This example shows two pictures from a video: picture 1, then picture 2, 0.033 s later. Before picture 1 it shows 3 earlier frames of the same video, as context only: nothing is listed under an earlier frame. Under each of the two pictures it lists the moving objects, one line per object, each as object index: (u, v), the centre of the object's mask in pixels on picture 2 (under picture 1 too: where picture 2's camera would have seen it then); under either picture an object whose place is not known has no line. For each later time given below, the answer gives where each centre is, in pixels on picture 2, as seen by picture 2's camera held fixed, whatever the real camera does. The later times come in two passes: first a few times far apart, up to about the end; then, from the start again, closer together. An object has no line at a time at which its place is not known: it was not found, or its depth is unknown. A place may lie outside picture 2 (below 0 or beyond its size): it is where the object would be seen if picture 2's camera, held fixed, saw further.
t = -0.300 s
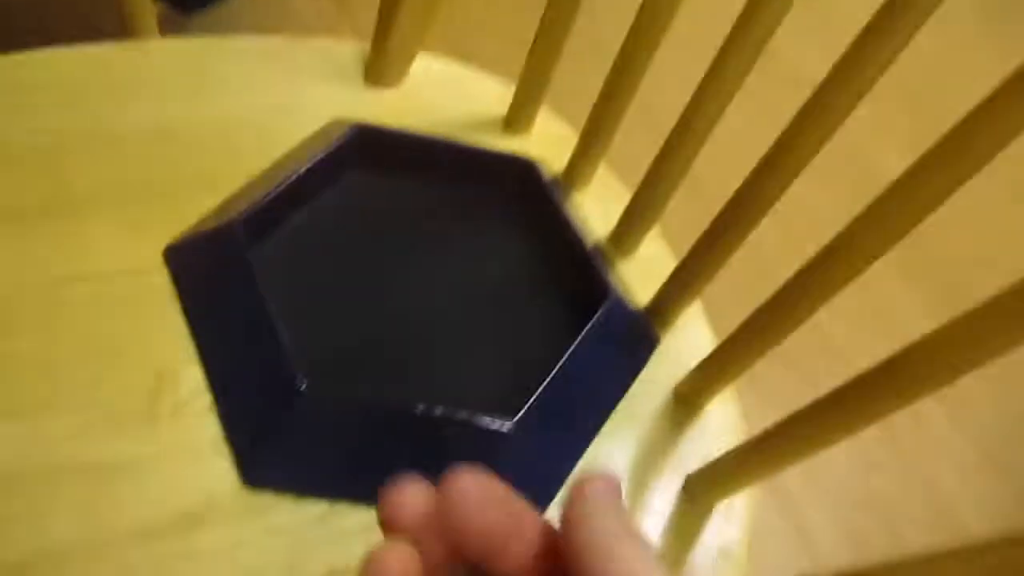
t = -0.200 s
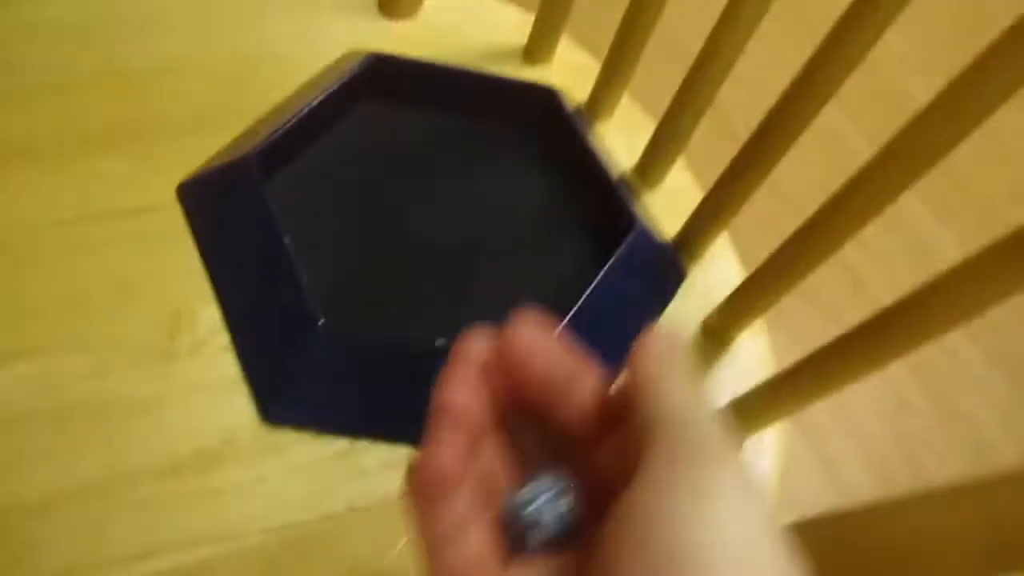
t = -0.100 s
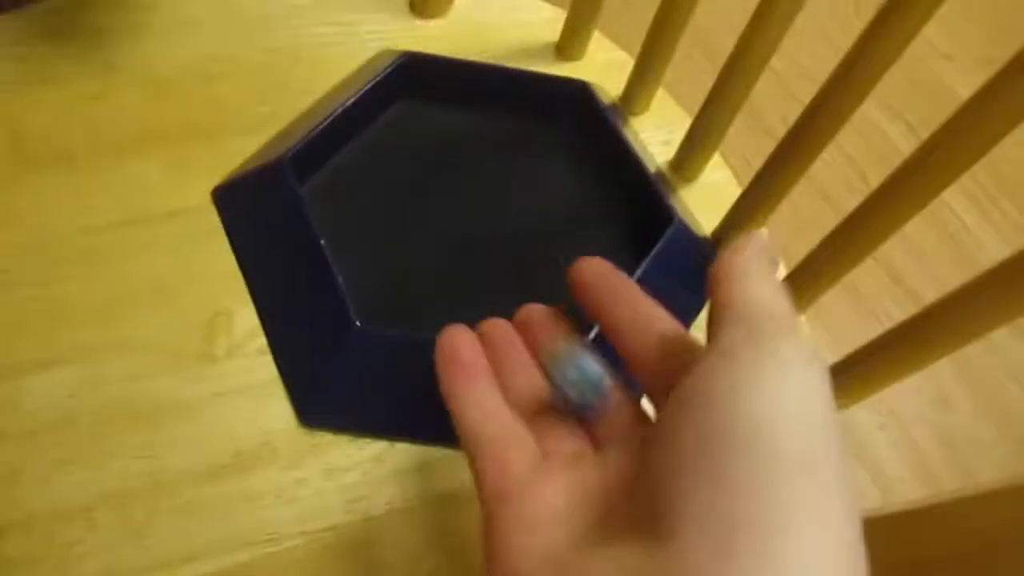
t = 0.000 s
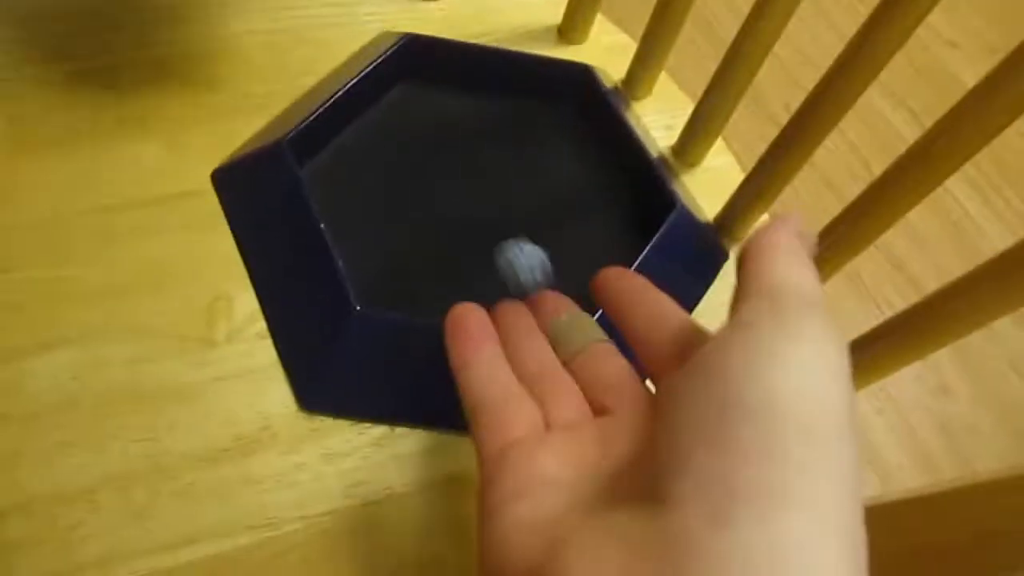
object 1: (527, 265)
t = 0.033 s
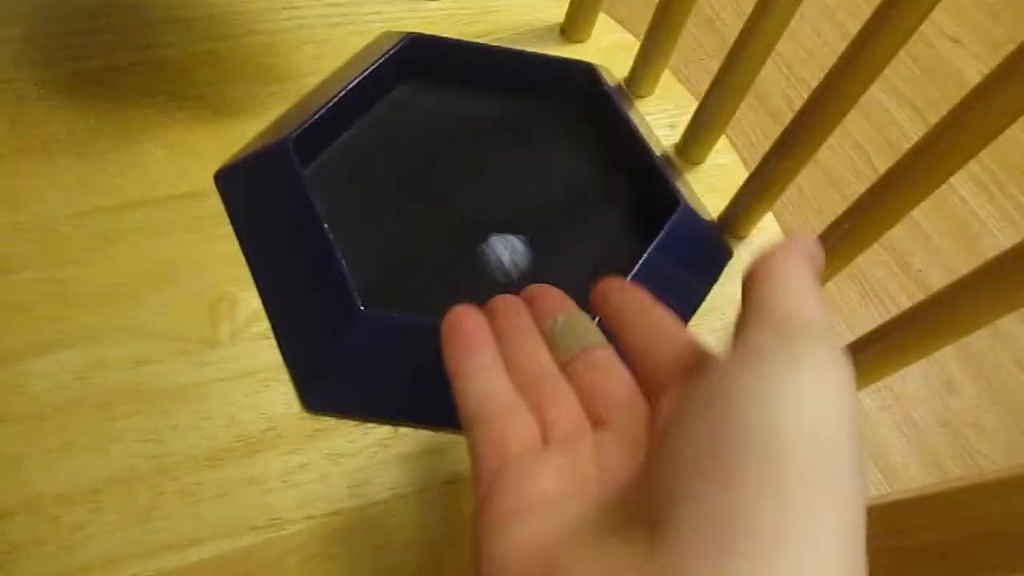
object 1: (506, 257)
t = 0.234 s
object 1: (427, 193)
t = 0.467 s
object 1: (431, 303)
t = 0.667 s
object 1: (453, 287)
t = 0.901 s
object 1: (487, 310)
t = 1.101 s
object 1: (488, 312)
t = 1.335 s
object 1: (489, 313)
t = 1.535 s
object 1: (488, 314)
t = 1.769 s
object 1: (489, 314)
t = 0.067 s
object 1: (483, 256)
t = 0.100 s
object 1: (462, 207)
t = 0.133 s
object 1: (442, 163)
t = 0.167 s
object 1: (427, 153)
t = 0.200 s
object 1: (426, 179)
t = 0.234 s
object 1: (427, 193)
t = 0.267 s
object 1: (427, 222)
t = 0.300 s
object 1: (426, 261)
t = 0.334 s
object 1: (426, 292)
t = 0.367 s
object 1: (426, 299)
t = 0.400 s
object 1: (426, 297)
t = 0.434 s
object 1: (429, 300)
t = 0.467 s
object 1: (431, 303)
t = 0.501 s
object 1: (434, 303)
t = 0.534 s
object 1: (439, 301)
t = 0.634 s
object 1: (446, 286)
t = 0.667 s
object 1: (453, 287)
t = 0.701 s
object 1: (461, 287)
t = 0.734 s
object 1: (472, 287)
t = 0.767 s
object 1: (481, 290)
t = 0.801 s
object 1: (486, 292)
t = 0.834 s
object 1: (489, 297)
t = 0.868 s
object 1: (492, 304)
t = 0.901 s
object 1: (487, 310)
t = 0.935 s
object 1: (487, 312)
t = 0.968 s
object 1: (489, 312)
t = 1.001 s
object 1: (488, 312)
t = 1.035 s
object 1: (488, 314)
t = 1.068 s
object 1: (488, 313)
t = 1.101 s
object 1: (488, 312)
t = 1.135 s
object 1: (488, 313)
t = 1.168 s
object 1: (489, 314)
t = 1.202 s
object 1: (489, 313)
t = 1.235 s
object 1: (489, 313)
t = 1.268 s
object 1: (489, 313)
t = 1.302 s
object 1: (489, 313)
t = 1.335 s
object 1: (489, 313)
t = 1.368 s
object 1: (489, 313)
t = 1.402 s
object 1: (489, 313)
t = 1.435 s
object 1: (489, 314)
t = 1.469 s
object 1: (489, 314)
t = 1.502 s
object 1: (488, 314)
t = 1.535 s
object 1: (488, 314)
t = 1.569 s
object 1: (489, 314)
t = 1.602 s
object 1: (488, 314)
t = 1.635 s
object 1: (489, 314)
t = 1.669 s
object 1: (489, 314)
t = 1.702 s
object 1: (489, 314)
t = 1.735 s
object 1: (488, 314)
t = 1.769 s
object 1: (489, 314)
